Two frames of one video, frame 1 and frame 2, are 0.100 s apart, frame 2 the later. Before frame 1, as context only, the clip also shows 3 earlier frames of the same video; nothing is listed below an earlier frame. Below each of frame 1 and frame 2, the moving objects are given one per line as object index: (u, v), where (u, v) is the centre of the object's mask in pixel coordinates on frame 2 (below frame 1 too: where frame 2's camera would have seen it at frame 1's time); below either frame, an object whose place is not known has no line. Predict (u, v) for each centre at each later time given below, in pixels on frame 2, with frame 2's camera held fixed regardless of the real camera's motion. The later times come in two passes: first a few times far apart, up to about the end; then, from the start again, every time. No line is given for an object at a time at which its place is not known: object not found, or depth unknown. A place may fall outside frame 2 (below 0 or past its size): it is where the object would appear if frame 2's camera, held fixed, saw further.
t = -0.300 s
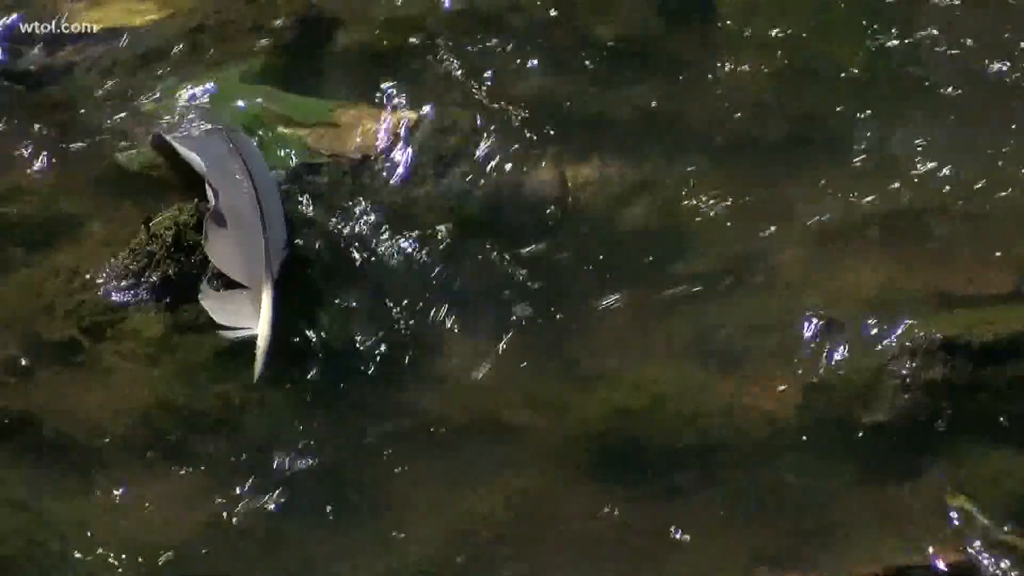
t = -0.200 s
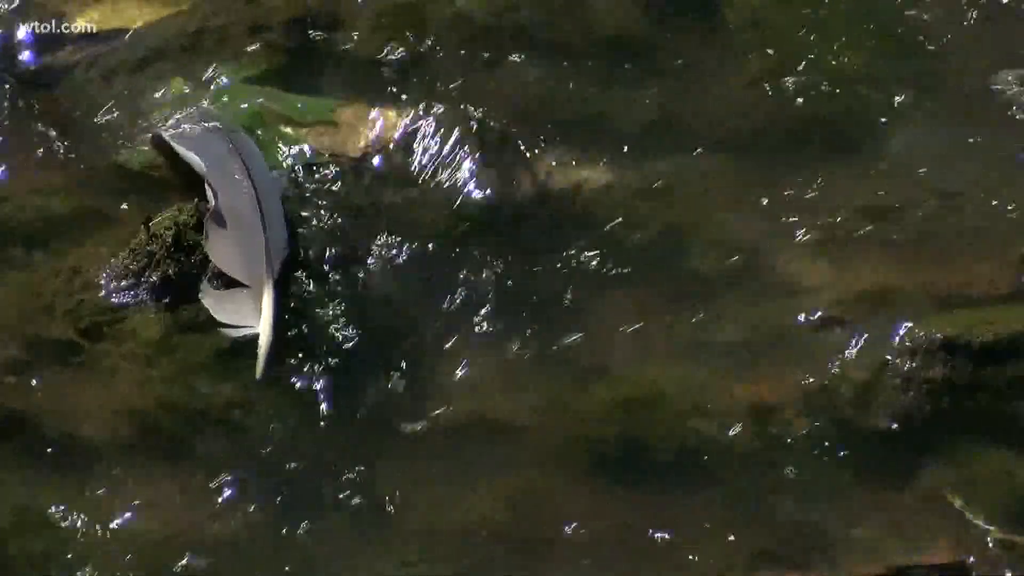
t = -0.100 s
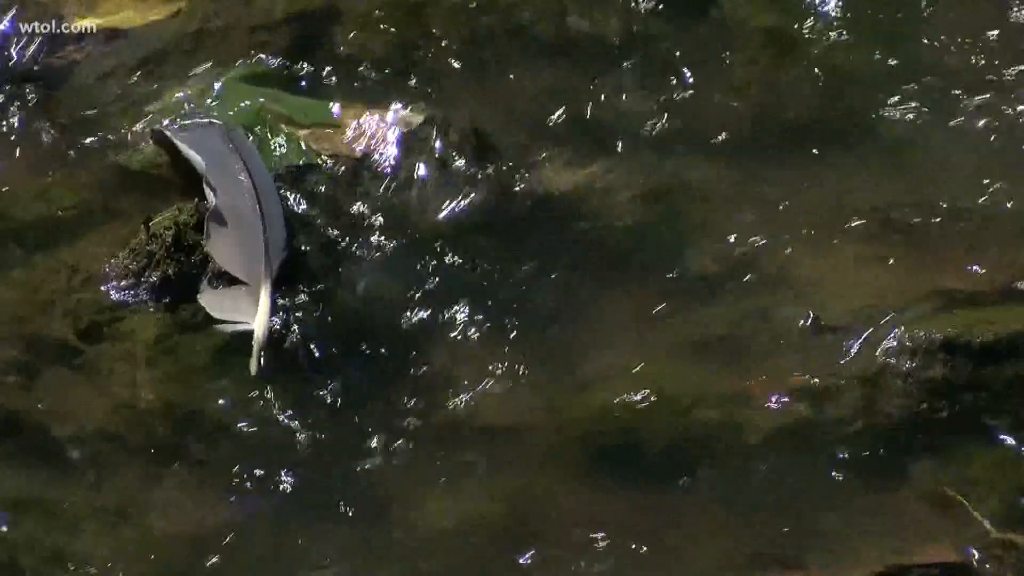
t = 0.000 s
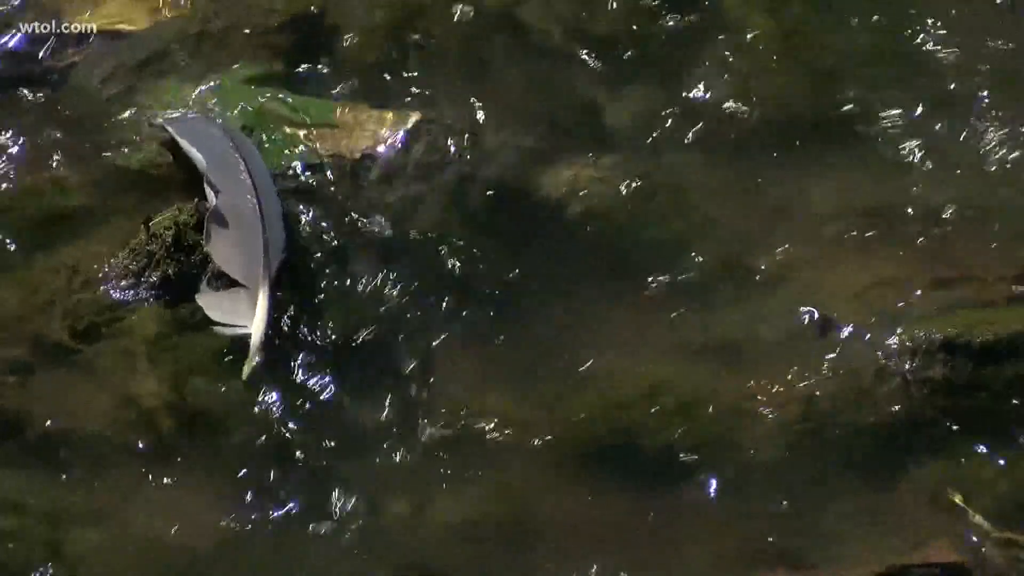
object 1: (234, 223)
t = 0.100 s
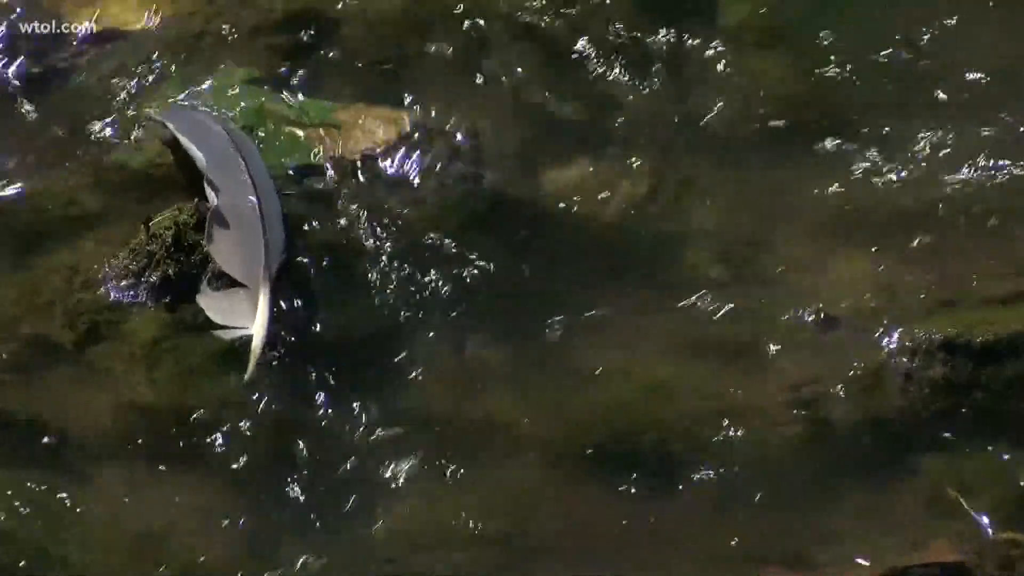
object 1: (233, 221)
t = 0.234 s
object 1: (234, 223)
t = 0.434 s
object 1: (237, 230)
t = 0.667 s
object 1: (236, 227)
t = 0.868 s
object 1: (233, 219)
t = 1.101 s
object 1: (233, 217)
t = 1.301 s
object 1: (235, 228)
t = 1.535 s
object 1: (237, 227)
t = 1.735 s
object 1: (236, 224)
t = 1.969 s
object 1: (236, 226)
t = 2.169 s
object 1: (238, 227)
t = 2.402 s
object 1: (235, 221)
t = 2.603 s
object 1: (234, 222)
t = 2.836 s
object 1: (236, 227)
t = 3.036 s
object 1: (236, 228)
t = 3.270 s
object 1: (236, 229)
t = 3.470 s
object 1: (231, 220)
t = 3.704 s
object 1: (228, 216)
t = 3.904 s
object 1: (232, 224)
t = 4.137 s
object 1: (231, 220)
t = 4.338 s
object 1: (230, 218)
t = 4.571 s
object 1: (233, 226)
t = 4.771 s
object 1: (233, 222)
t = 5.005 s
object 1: (231, 219)
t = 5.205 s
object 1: (230, 222)
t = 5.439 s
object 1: (232, 223)
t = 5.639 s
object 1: (232, 222)
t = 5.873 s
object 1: (233, 225)
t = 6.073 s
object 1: (232, 219)
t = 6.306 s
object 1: (230, 214)
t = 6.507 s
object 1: (232, 225)
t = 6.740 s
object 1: (236, 230)
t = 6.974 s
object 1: (233, 224)
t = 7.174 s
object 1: (232, 225)
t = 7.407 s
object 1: (232, 225)
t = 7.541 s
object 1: (232, 225)
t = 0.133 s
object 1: (234, 221)
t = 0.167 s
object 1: (234, 223)
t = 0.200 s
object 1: (234, 223)
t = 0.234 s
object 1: (234, 223)
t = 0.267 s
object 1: (234, 223)
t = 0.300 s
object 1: (236, 227)
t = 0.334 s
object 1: (236, 228)
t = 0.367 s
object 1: (237, 229)
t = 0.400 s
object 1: (237, 230)
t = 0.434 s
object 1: (237, 230)
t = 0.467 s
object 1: (238, 230)
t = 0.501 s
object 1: (237, 230)
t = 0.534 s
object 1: (237, 230)
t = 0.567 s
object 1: (237, 229)
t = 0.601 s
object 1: (236, 227)
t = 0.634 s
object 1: (236, 227)
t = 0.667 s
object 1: (236, 227)
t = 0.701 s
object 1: (235, 226)
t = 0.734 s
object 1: (235, 224)
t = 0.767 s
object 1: (234, 222)
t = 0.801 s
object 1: (234, 222)
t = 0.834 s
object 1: (234, 220)
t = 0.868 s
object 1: (233, 219)
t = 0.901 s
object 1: (233, 219)
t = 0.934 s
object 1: (232, 217)
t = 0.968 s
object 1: (233, 216)
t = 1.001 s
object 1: (233, 215)
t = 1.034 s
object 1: (232, 214)
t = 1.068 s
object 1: (232, 215)
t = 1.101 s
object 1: (233, 217)
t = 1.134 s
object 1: (232, 218)
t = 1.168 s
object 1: (233, 221)
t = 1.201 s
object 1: (235, 228)
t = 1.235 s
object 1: (236, 228)
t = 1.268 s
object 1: (235, 227)
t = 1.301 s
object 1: (235, 228)
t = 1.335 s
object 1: (236, 228)
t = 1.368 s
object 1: (236, 227)
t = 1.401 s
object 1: (236, 227)
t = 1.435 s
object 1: (237, 228)
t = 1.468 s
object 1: (237, 227)
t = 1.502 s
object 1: (237, 227)
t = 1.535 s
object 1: (237, 227)
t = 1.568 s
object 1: (237, 226)
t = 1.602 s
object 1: (237, 226)
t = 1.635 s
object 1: (237, 226)
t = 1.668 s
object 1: (236, 225)
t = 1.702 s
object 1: (236, 225)
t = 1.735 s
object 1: (236, 224)
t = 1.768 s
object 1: (236, 224)
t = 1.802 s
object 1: (236, 224)
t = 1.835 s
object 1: (236, 224)
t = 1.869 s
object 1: (235, 223)
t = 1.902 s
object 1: (236, 223)
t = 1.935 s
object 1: (236, 225)
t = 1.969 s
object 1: (236, 226)
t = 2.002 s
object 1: (236, 227)
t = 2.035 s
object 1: (237, 227)
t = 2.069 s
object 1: (237, 227)
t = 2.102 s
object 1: (238, 228)
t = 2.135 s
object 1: (238, 226)
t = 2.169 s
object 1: (238, 227)
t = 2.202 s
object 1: (237, 226)
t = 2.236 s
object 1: (237, 226)
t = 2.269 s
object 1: (236, 223)
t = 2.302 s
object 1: (237, 225)
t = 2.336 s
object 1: (236, 224)
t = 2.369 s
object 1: (234, 223)
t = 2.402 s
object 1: (235, 221)
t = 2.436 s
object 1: (233, 220)
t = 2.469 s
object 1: (231, 216)
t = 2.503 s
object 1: (231, 217)
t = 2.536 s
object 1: (232, 219)
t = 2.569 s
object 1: (232, 219)
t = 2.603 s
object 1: (234, 222)
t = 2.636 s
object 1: (235, 224)
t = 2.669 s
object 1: (235, 223)
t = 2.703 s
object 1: (235, 225)
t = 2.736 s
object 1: (236, 226)
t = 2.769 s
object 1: (236, 228)
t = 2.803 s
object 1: (236, 227)
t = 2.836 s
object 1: (236, 227)
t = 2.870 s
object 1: (235, 225)
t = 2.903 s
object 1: (235, 224)
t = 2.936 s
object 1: (236, 226)
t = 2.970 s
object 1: (236, 226)
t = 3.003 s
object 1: (236, 227)
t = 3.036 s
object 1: (236, 228)
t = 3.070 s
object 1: (236, 228)
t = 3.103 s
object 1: (237, 230)
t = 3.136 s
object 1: (237, 230)
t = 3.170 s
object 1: (237, 230)
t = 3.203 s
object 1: (237, 231)
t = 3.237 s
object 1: (237, 230)
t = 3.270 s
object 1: (236, 229)
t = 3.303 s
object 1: (236, 226)
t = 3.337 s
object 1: (235, 224)
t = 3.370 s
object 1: (234, 221)
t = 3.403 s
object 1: (236, 226)
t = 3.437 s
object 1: (233, 223)
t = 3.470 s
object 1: (231, 220)
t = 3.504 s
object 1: (230, 218)
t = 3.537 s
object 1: (231, 215)
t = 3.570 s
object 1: (230, 212)
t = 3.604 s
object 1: (230, 214)
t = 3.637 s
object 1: (228, 214)
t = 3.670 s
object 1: (229, 215)
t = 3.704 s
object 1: (228, 216)
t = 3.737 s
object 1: (228, 216)
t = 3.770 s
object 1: (229, 218)
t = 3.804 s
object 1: (229, 218)
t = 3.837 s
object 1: (230, 221)
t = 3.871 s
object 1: (230, 223)
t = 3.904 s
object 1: (232, 224)
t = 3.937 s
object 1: (232, 226)
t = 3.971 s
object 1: (232, 225)
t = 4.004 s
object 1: (232, 226)
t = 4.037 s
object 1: (233, 223)
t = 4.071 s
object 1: (233, 223)
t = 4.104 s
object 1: (232, 223)
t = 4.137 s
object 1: (231, 220)
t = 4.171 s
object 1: (230, 219)
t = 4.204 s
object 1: (230, 217)
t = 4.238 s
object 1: (230, 218)
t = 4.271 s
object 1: (230, 218)
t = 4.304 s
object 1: (230, 219)
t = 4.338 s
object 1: (230, 218)
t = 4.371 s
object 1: (231, 222)
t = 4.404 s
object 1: (230, 221)
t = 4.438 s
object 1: (230, 222)
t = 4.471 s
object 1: (231, 224)
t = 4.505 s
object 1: (231, 224)
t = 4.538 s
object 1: (232, 224)
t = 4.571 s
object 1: (233, 226)
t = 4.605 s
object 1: (232, 226)
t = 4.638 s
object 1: (233, 225)
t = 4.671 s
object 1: (233, 225)
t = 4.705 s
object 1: (234, 225)
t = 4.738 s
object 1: (233, 224)
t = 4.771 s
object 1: (233, 222)
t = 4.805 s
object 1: (232, 220)
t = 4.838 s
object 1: (233, 221)
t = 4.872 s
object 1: (232, 219)
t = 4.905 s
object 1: (231, 219)
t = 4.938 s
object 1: (232, 220)
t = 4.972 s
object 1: (232, 221)
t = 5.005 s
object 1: (231, 219)
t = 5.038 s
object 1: (232, 224)
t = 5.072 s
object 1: (231, 224)
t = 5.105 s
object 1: (231, 224)
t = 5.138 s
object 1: (231, 224)
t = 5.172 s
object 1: (231, 223)
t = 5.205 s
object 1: (230, 222)
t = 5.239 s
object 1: (231, 224)
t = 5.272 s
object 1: (231, 224)
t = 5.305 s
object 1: (231, 223)
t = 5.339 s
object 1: (231, 222)
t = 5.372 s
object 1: (231, 221)
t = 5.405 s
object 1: (231, 221)
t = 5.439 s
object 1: (232, 223)
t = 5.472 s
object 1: (232, 224)
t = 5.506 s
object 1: (232, 223)
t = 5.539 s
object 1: (231, 221)
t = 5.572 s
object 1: (232, 221)
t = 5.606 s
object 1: (232, 222)
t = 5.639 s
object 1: (232, 222)
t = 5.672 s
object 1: (232, 222)
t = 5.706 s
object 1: (232, 221)
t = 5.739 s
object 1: (232, 221)
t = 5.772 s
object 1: (232, 220)
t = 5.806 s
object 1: (233, 223)
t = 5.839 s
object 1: (233, 224)
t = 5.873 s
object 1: (233, 225)
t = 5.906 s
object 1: (233, 224)
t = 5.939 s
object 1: (234, 224)
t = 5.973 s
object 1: (234, 224)
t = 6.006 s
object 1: (233, 223)
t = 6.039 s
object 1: (233, 222)
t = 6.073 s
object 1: (232, 219)
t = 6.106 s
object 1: (232, 220)
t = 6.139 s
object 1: (231, 218)
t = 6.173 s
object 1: (231, 216)
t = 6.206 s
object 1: (230, 213)
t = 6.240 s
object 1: (231, 215)
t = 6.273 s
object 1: (230, 214)
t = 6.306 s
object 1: (230, 214)
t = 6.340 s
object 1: (230, 215)
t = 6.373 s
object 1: (230, 218)
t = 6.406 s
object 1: (230, 218)
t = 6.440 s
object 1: (231, 219)
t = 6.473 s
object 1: (231, 218)
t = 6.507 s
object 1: (232, 225)
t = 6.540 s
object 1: (233, 230)
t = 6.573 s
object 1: (234, 230)
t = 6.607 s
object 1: (235, 232)
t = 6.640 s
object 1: (236, 232)
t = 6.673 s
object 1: (236, 231)
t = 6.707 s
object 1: (235, 231)
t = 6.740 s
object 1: (236, 230)
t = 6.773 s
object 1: (236, 230)
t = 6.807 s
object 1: (235, 229)
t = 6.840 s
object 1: (235, 230)
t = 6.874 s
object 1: (235, 228)
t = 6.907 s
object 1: (235, 226)
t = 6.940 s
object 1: (234, 227)
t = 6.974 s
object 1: (233, 224)
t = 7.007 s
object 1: (233, 223)
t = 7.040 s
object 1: (232, 223)
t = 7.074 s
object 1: (232, 224)
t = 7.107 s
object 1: (232, 224)
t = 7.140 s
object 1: (232, 224)
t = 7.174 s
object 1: (232, 225)
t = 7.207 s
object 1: (231, 225)
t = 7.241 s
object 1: (231, 226)
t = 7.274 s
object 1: (231, 225)
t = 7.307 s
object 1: (232, 225)
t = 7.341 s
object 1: (231, 223)
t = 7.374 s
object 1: (232, 225)
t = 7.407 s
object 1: (232, 225)
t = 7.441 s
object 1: (232, 224)
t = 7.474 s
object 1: (232, 224)
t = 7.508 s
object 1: (232, 225)
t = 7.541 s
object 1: (232, 225)
